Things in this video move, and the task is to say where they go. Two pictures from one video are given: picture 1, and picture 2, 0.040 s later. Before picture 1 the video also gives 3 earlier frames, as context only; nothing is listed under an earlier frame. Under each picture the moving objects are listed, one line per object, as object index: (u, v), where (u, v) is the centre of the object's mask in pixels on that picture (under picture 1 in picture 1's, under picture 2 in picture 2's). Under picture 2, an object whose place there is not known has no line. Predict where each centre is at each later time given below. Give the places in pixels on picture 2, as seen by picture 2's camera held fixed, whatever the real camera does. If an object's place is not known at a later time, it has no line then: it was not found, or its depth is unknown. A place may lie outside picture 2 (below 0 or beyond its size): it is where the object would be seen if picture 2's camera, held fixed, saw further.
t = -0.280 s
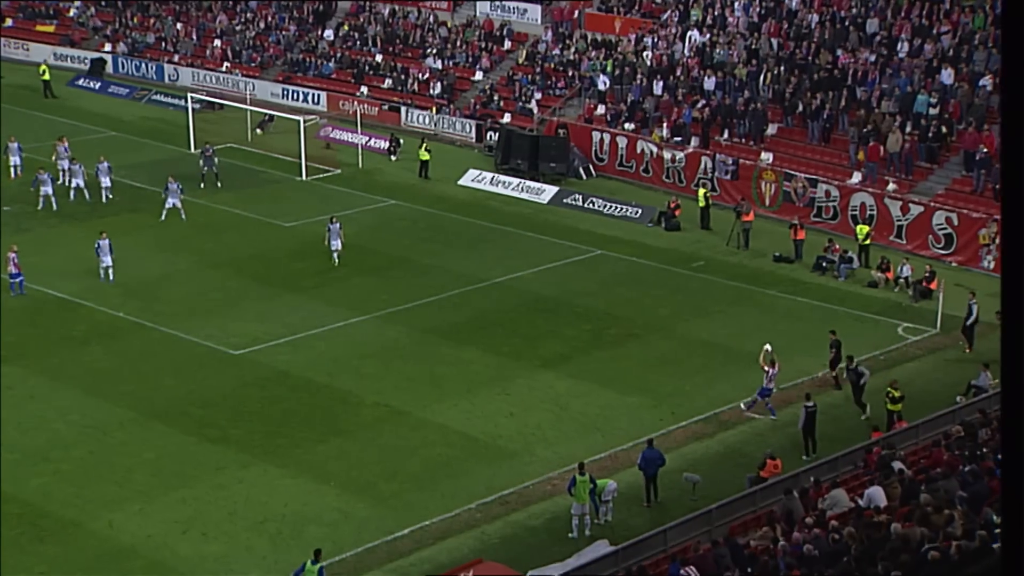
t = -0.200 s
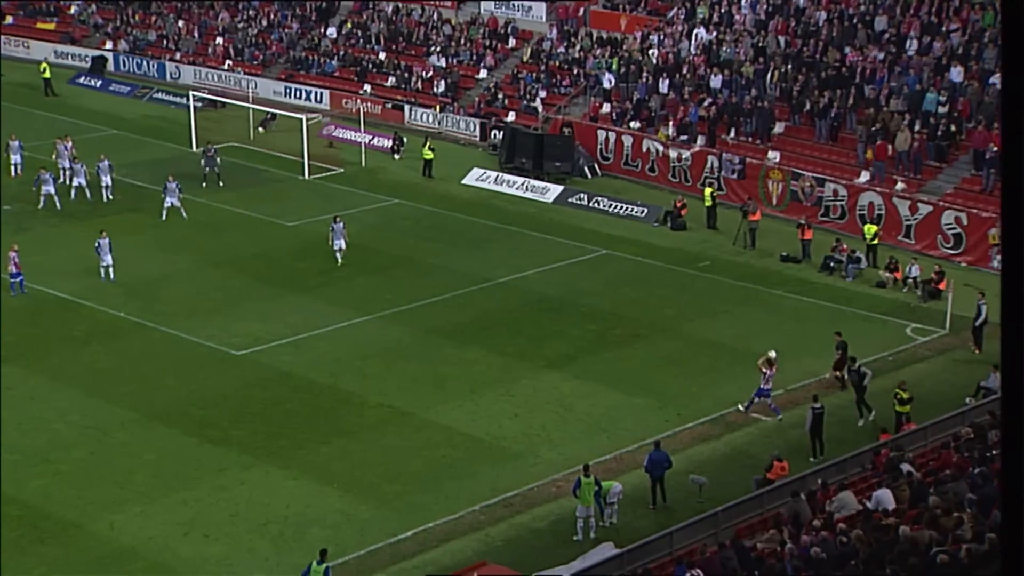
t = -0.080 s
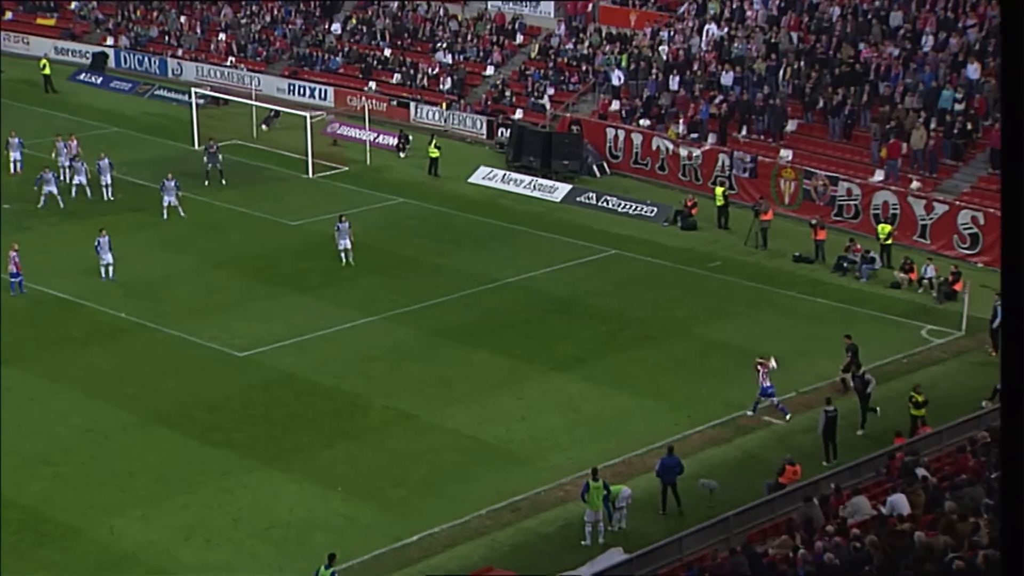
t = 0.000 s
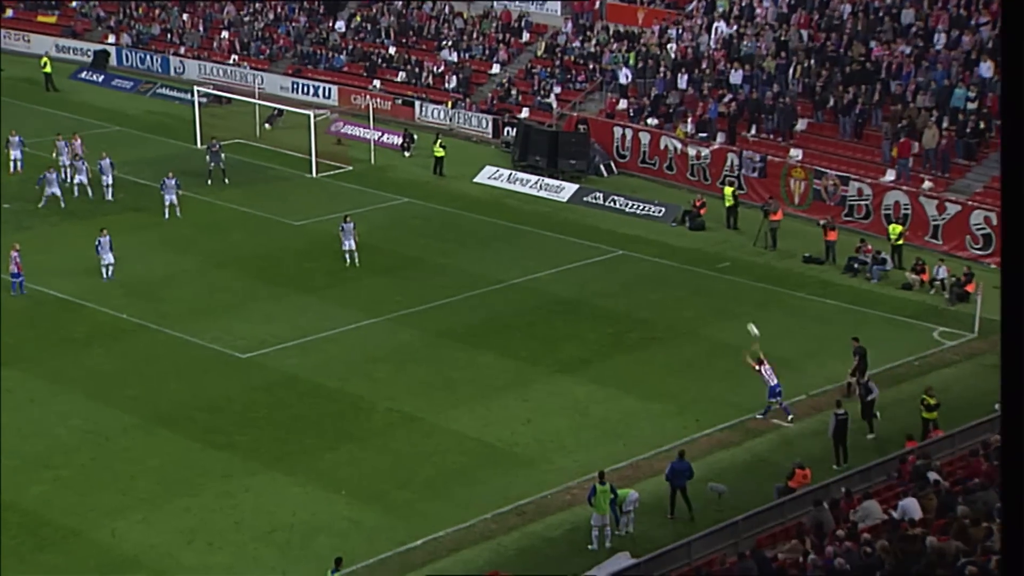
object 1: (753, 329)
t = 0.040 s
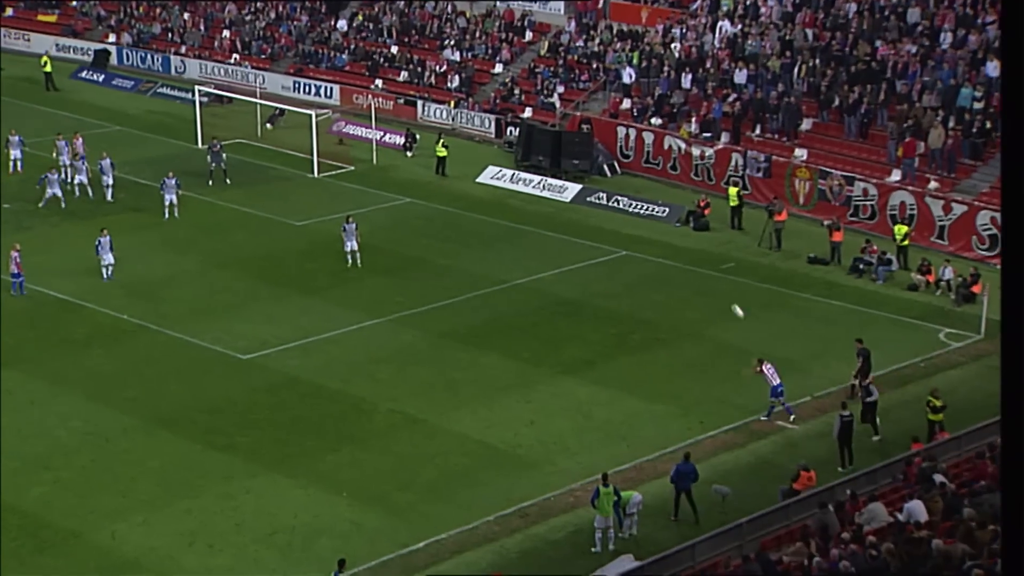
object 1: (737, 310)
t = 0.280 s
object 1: (633, 211)
